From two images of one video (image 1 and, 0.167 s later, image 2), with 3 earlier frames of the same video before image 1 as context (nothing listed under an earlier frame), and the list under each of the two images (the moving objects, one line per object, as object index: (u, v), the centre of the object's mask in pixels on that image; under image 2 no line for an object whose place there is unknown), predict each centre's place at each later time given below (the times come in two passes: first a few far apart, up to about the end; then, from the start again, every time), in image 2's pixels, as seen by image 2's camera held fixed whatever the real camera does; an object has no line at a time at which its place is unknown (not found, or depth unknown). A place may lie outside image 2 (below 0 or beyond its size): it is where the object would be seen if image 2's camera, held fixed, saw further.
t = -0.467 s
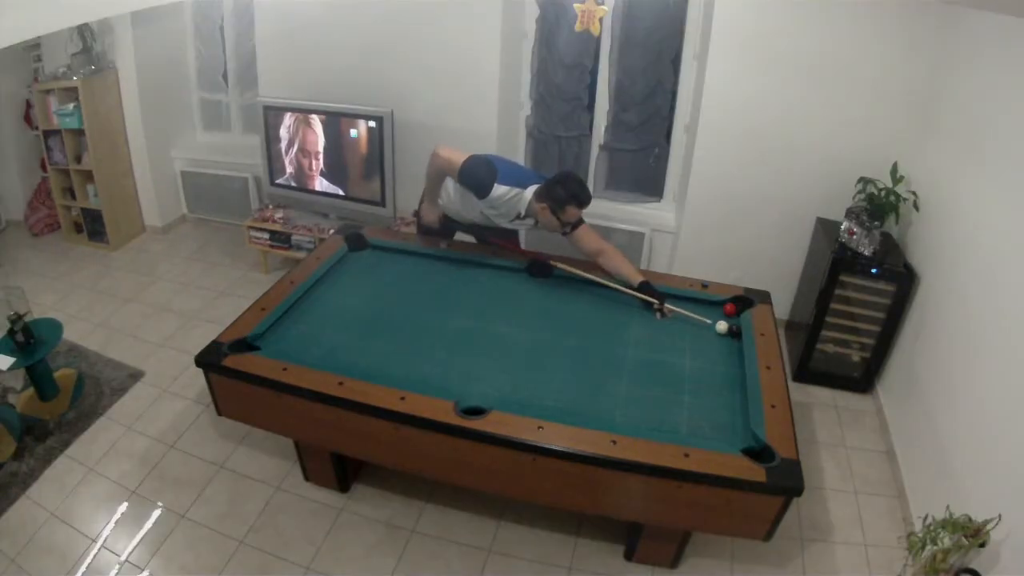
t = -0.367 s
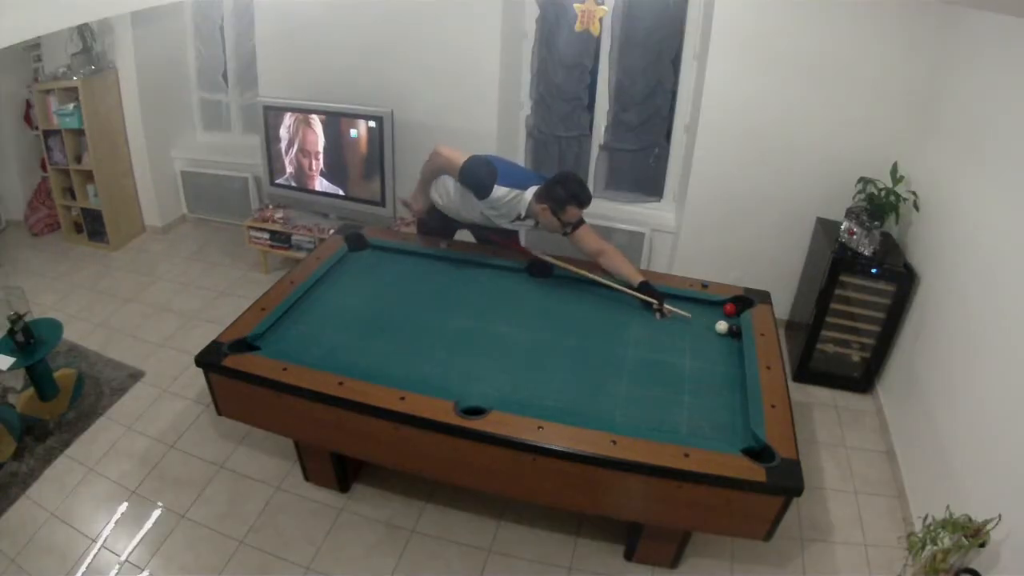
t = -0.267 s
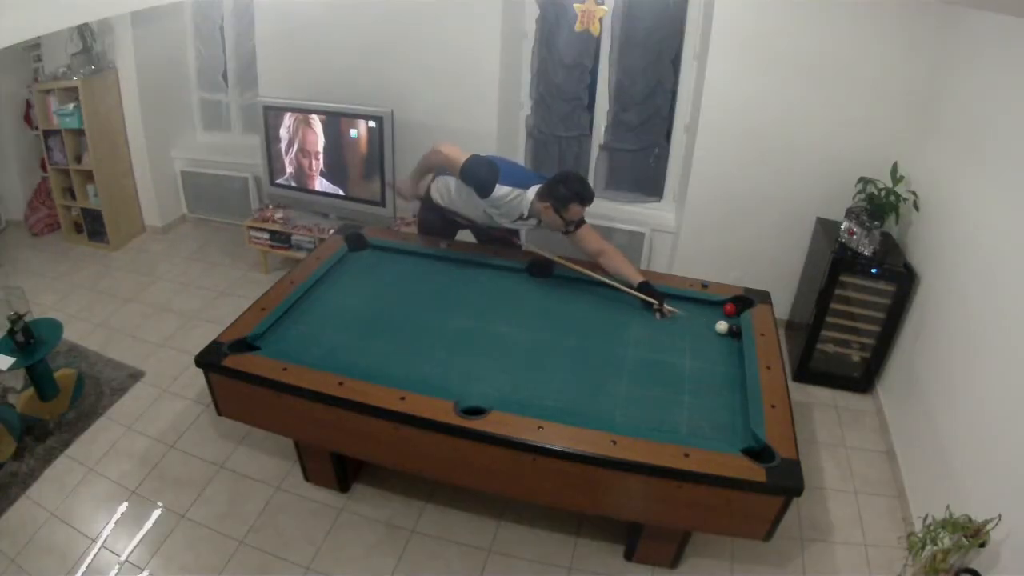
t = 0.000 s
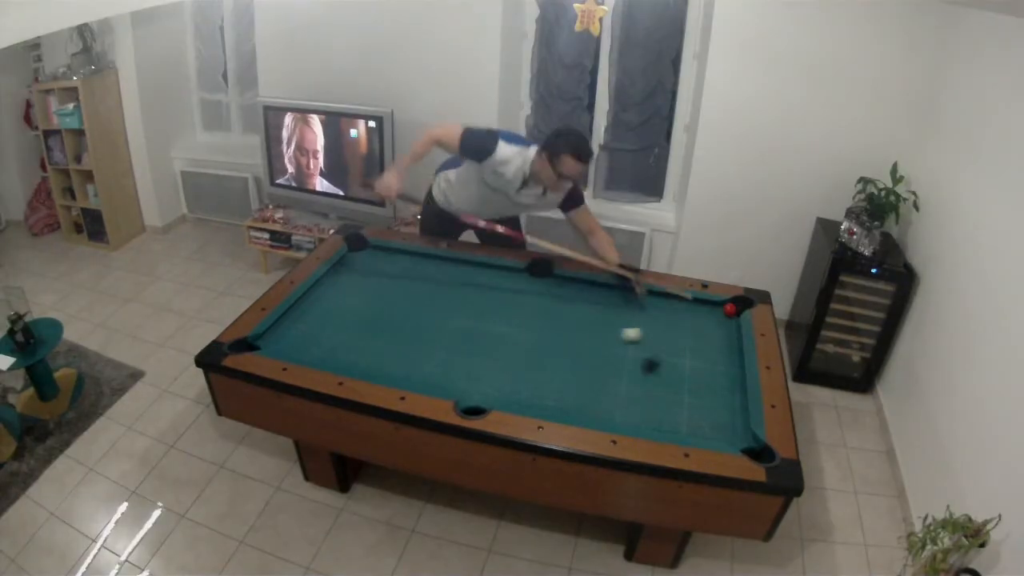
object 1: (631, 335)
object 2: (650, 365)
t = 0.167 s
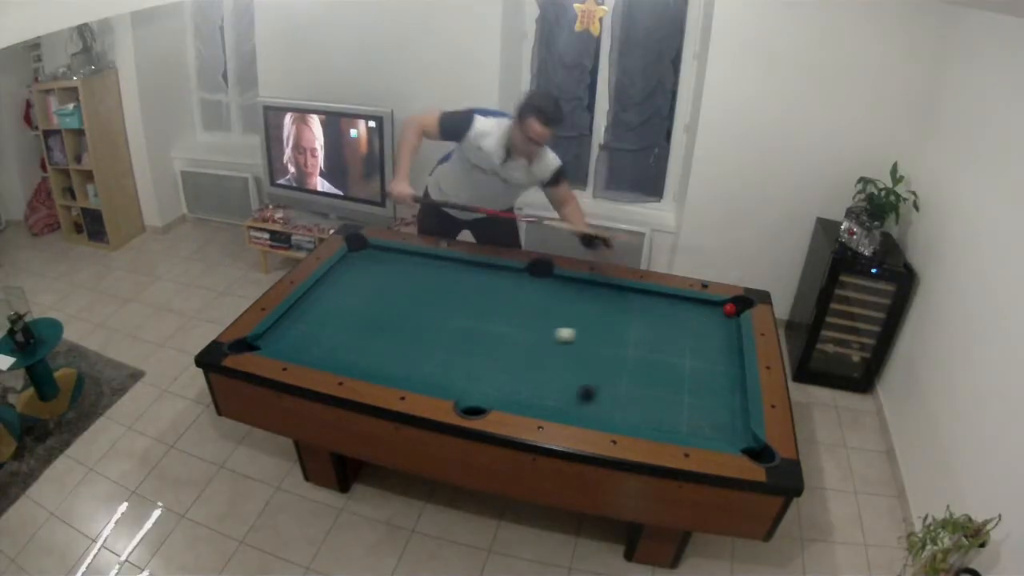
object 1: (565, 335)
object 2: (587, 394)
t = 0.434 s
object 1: (460, 334)
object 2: (496, 375)
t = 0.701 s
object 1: (357, 332)
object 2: (428, 330)
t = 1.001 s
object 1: (277, 341)
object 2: (369, 290)
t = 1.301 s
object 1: (351, 342)
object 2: (356, 262)
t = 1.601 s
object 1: (429, 336)
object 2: (401, 258)
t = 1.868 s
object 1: (495, 331)
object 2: (423, 274)
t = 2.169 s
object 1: (565, 325)
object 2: (450, 293)
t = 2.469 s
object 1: (630, 320)
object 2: (479, 313)
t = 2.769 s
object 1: (687, 315)
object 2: (511, 336)
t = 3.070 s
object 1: (723, 312)
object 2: (544, 359)
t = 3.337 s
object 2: (575, 381)
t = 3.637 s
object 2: (611, 406)
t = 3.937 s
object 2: (649, 423)
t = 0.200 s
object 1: (552, 335)
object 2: (573, 400)
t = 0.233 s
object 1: (539, 335)
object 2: (560, 405)
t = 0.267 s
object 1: (526, 335)
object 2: (546, 405)
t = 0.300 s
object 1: (512, 334)
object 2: (536, 400)
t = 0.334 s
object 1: (500, 334)
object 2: (525, 394)
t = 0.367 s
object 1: (486, 334)
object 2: (515, 386)
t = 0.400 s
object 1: (473, 334)
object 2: (506, 380)
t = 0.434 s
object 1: (460, 334)
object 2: (496, 375)
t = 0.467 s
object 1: (446, 333)
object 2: (487, 369)
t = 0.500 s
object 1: (433, 334)
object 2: (478, 362)
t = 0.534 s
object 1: (420, 333)
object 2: (469, 357)
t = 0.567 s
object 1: (407, 333)
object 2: (461, 351)
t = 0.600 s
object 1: (394, 333)
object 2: (453, 346)
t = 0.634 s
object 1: (382, 332)
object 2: (445, 341)
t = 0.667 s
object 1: (369, 332)
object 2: (436, 335)
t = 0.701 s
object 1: (357, 332)
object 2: (428, 330)
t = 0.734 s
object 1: (344, 332)
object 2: (422, 326)
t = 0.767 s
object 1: (332, 332)
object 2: (415, 321)
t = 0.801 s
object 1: (320, 331)
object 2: (407, 316)
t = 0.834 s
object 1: (308, 331)
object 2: (400, 311)
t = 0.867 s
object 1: (296, 330)
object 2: (394, 307)
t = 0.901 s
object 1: (285, 330)
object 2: (388, 303)
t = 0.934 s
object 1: (274, 330)
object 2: (381, 299)
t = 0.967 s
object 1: (275, 335)
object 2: (375, 294)
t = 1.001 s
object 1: (277, 341)
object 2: (369, 290)
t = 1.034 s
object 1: (280, 346)
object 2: (363, 286)
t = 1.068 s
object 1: (288, 348)
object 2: (358, 283)
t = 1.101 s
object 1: (298, 346)
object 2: (353, 279)
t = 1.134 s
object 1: (308, 346)
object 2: (348, 275)
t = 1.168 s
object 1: (317, 345)
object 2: (342, 271)
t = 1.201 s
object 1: (325, 344)
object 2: (338, 269)
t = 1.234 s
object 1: (334, 344)
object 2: (342, 266)
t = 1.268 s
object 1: (343, 343)
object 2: (350, 263)
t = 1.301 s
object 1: (351, 342)
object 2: (356, 262)
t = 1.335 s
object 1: (360, 342)
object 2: (363, 261)
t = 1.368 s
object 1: (369, 341)
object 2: (369, 260)
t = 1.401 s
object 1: (377, 341)
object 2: (375, 257)
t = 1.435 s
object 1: (386, 340)
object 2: (381, 257)
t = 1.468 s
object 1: (395, 339)
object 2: (386, 255)
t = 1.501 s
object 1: (403, 339)
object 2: (392, 254)
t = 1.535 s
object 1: (412, 338)
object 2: (395, 255)
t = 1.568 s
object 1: (420, 337)
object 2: (398, 257)
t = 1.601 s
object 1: (429, 336)
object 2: (401, 258)
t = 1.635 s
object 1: (437, 336)
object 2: (403, 260)
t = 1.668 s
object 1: (446, 335)
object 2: (406, 262)
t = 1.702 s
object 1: (454, 335)
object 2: (408, 264)
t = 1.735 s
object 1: (463, 334)
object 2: (411, 266)
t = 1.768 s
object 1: (471, 333)
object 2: (414, 268)
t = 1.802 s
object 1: (479, 332)
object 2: (417, 270)
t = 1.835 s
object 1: (487, 332)
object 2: (420, 272)
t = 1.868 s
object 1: (495, 331)
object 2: (423, 274)
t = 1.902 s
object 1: (503, 330)
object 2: (426, 276)
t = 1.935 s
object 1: (511, 330)
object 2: (428, 278)
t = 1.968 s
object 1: (519, 329)
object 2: (432, 280)
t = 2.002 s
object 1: (527, 329)
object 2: (435, 282)
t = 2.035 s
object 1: (535, 328)
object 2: (438, 284)
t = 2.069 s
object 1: (542, 327)
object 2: (441, 286)
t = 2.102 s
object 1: (550, 327)
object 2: (444, 288)
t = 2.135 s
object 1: (558, 326)
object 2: (447, 290)
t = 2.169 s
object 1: (565, 325)
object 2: (450, 293)
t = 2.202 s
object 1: (573, 325)
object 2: (453, 295)
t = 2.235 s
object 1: (580, 324)
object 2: (456, 297)
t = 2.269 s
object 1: (587, 324)
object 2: (459, 299)
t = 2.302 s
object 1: (595, 323)
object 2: (463, 301)
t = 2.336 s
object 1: (602, 322)
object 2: (466, 303)
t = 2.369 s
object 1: (609, 322)
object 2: (470, 306)
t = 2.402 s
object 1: (615, 321)
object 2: (473, 309)
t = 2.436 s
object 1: (623, 321)
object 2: (476, 311)
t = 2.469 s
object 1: (630, 320)
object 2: (479, 313)
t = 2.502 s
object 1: (636, 319)
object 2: (483, 316)
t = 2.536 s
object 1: (643, 319)
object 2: (486, 318)
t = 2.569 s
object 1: (649, 318)
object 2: (489, 321)
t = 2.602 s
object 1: (656, 318)
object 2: (493, 323)
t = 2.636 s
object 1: (662, 317)
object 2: (496, 325)
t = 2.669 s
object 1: (668, 316)
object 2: (500, 328)
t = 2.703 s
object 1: (675, 316)
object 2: (503, 331)
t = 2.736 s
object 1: (681, 315)
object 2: (507, 333)
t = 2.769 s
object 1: (687, 315)
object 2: (511, 336)
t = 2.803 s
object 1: (693, 314)
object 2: (514, 338)
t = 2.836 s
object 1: (699, 314)
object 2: (518, 341)
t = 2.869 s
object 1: (704, 313)
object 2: (522, 344)
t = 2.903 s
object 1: (710, 312)
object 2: (525, 346)
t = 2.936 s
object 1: (716, 312)
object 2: (529, 349)
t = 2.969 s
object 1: (719, 312)
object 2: (533, 351)
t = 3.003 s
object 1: (720, 312)
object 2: (536, 354)
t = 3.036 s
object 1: (721, 312)
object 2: (540, 356)
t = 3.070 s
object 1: (723, 312)
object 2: (544, 359)
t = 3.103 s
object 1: (724, 312)
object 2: (548, 362)
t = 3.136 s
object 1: (725, 312)
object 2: (551, 365)
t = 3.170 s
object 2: (556, 367)
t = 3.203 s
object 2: (559, 370)
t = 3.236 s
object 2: (563, 373)
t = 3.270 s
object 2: (568, 376)
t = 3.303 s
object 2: (571, 378)
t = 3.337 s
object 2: (575, 381)
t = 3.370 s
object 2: (579, 384)
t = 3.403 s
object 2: (583, 387)
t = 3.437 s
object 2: (587, 389)
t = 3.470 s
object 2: (591, 392)
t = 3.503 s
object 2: (595, 395)
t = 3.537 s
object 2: (599, 398)
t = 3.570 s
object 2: (604, 400)
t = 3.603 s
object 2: (607, 404)
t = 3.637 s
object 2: (611, 406)
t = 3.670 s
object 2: (616, 409)
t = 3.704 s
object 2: (620, 412)
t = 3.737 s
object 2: (624, 414)
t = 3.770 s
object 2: (628, 417)
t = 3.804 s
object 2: (633, 419)
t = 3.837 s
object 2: (637, 421)
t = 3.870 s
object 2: (642, 423)
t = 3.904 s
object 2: (645, 423)
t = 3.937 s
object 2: (649, 423)
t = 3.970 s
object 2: (651, 423)
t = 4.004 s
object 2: (654, 423)
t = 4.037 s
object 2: (657, 423)
